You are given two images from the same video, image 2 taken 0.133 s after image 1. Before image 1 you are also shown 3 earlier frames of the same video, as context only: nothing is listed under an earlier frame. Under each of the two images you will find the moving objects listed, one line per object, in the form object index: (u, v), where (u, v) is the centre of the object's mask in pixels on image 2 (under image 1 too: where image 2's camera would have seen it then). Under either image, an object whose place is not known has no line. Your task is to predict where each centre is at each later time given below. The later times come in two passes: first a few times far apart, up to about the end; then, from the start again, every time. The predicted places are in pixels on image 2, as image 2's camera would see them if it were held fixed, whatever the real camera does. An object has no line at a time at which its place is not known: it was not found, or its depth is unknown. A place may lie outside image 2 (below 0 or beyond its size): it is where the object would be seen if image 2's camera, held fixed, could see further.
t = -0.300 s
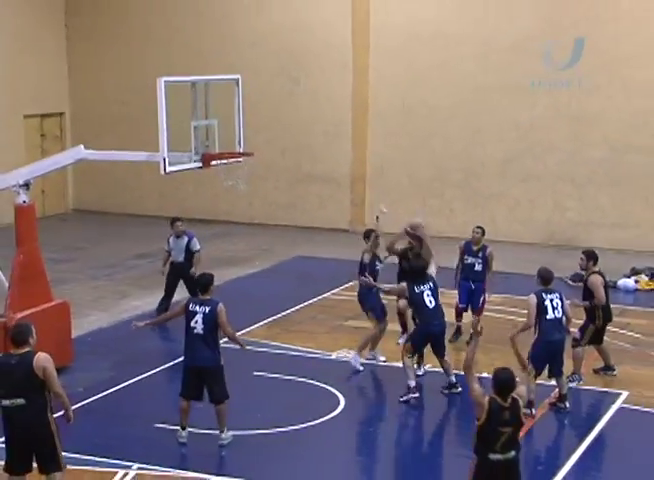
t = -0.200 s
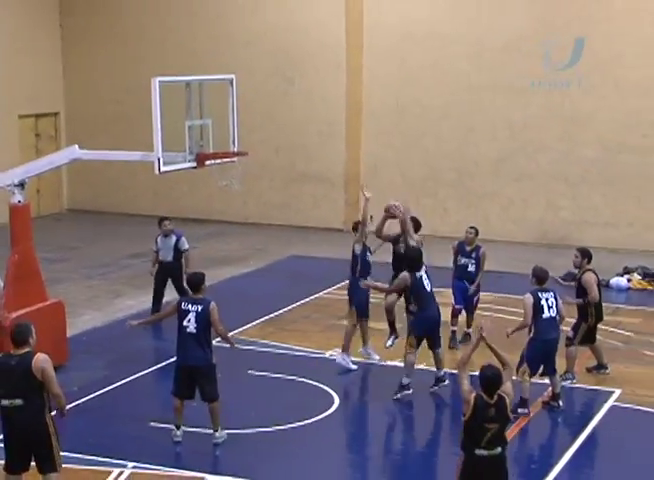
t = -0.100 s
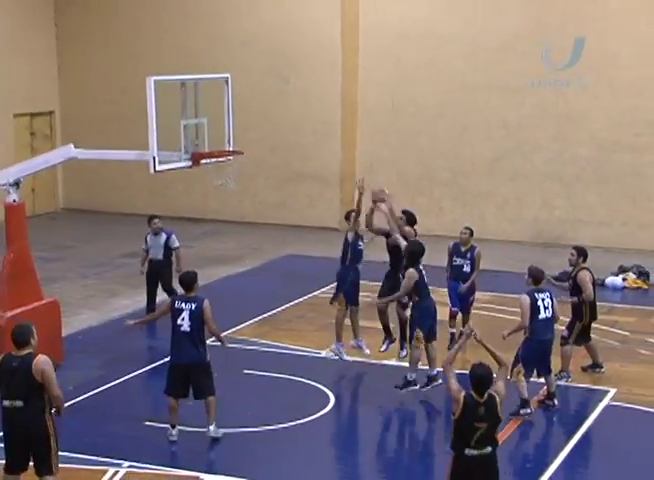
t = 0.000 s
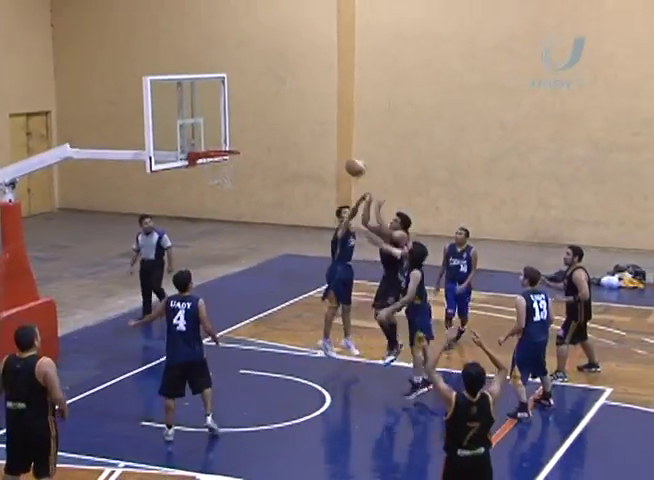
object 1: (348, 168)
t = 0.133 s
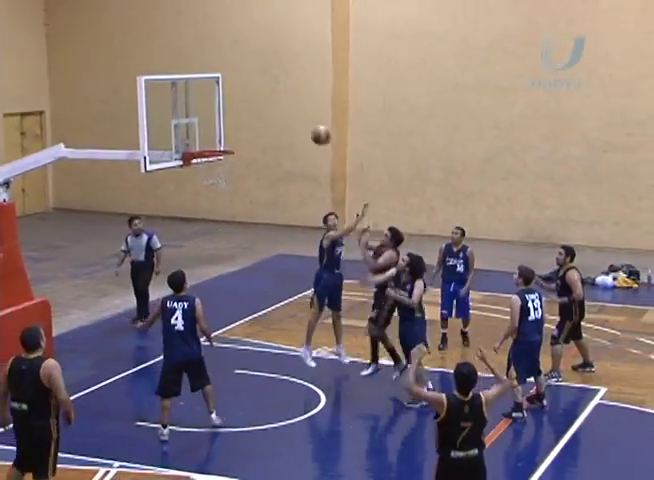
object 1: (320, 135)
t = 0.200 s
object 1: (305, 124)
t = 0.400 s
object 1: (260, 113)
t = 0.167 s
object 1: (313, 129)
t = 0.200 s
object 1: (305, 124)
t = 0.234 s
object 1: (298, 121)
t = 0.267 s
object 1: (290, 118)
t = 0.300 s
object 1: (283, 115)
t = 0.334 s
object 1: (276, 113)
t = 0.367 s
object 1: (268, 113)
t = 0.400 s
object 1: (260, 113)
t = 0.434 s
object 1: (252, 114)
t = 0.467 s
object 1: (243, 117)
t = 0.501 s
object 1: (236, 120)
